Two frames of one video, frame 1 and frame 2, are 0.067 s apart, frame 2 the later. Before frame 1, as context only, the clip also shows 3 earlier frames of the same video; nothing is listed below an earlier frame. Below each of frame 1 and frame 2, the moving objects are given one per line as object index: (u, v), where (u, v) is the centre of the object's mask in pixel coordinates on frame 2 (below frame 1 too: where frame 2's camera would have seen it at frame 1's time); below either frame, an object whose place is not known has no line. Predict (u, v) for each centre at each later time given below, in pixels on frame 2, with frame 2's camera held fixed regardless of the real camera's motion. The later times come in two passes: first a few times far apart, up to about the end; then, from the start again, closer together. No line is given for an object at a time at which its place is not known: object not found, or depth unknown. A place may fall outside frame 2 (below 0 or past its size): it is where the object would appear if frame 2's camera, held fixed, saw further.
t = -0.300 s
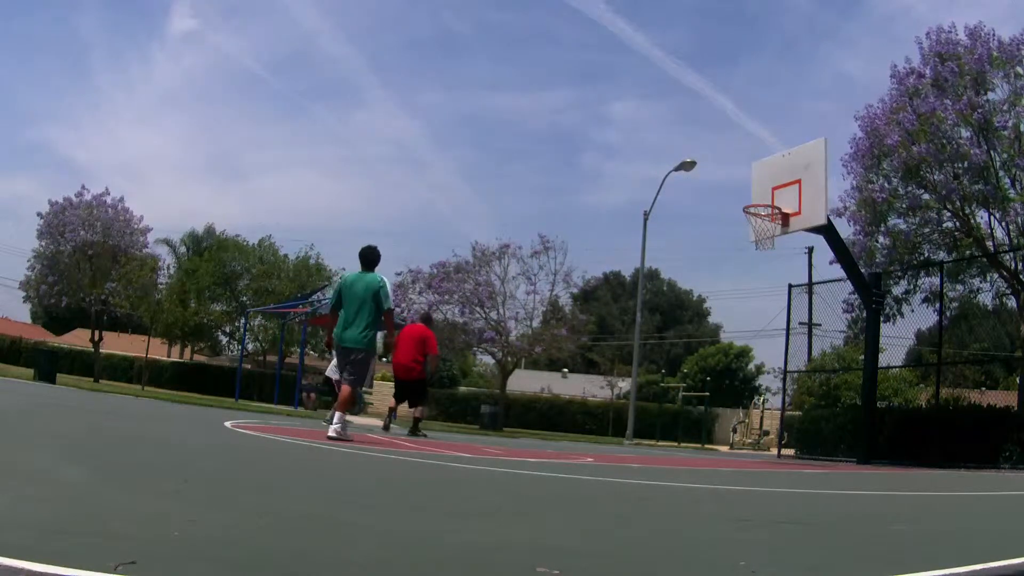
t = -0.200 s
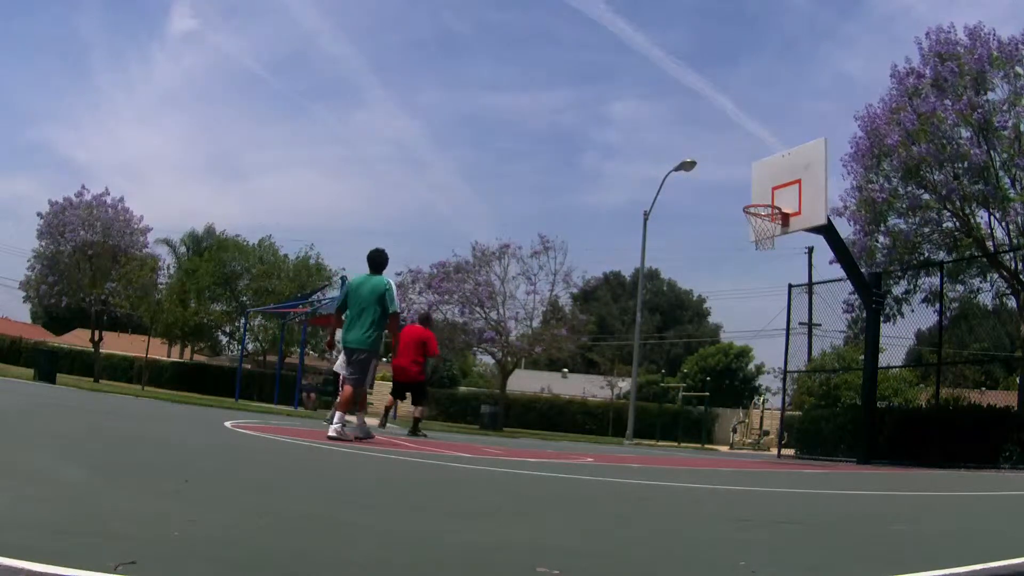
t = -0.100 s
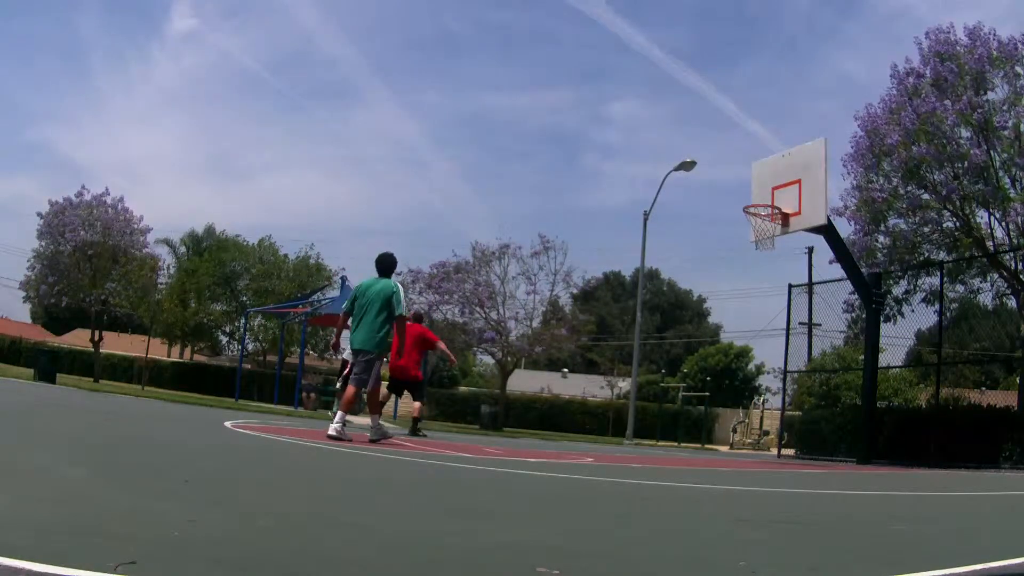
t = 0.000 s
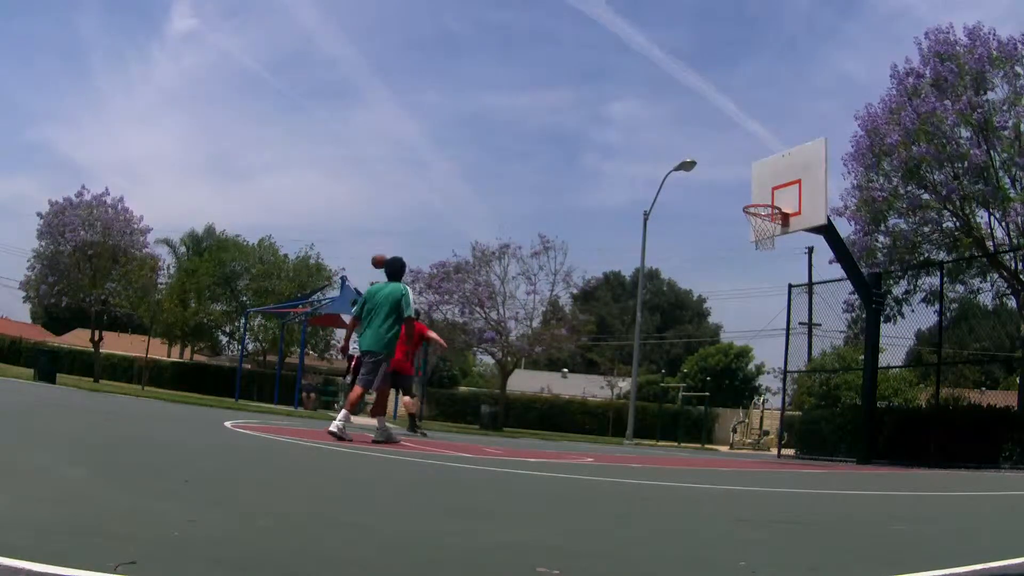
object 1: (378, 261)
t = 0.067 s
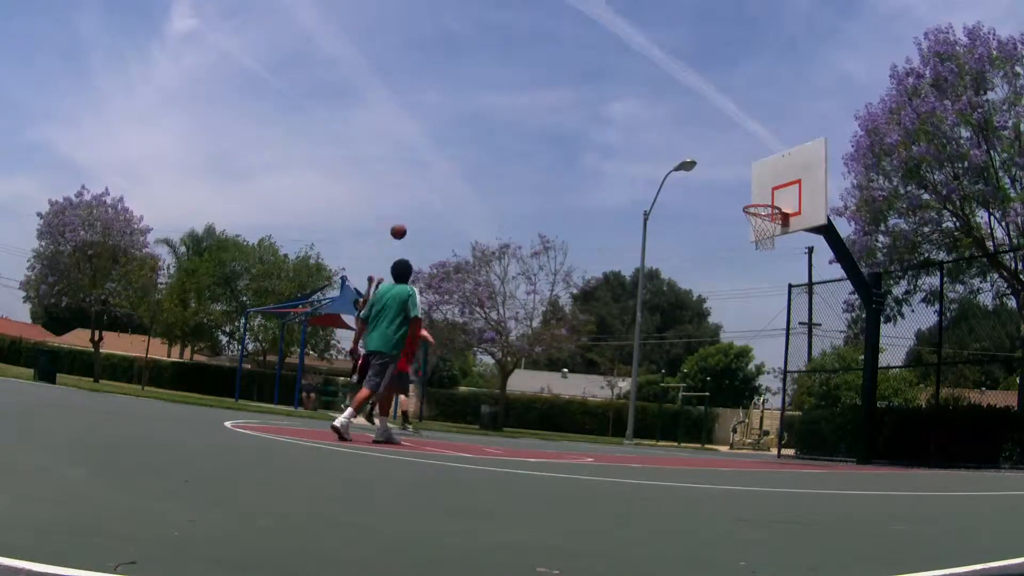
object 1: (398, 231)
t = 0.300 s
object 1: (466, 149)
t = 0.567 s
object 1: (543, 95)
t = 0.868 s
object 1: (632, 90)
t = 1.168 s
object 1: (727, 151)
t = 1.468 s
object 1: (806, 156)
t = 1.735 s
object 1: (871, 139)
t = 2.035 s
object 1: (957, 201)
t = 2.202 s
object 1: (1012, 284)
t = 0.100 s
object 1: (408, 218)
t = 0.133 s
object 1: (418, 204)
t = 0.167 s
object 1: (427, 192)
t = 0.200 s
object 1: (437, 180)
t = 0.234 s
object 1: (446, 169)
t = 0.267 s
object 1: (456, 158)
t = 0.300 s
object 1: (466, 149)
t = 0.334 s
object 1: (476, 140)
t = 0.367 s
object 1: (485, 131)
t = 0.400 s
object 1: (495, 124)
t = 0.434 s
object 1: (504, 117)
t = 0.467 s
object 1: (514, 110)
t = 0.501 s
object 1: (524, 105)
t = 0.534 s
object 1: (533, 100)
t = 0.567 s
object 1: (543, 95)
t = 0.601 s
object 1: (553, 92)
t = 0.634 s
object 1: (562, 89)
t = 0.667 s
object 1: (572, 87)
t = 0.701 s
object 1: (582, 85)
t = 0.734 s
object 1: (591, 85)
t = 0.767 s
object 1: (602, 85)
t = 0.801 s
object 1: (612, 86)
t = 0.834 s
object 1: (622, 87)
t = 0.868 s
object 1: (632, 90)
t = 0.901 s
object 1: (642, 93)
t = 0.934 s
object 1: (653, 97)
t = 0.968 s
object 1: (663, 102)
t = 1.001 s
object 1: (673, 108)
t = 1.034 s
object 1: (684, 114)
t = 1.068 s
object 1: (695, 122)
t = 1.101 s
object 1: (706, 131)
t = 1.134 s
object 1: (716, 141)
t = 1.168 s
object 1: (727, 151)
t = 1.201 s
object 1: (738, 163)
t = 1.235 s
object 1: (750, 176)
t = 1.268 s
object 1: (761, 189)
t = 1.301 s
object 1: (770, 192)
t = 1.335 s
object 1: (776, 184)
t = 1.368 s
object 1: (784, 176)
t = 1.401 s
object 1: (791, 168)
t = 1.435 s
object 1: (799, 162)
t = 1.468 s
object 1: (806, 156)
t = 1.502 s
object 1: (814, 151)
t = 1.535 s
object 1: (822, 146)
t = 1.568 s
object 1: (830, 143)
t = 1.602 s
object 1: (838, 141)
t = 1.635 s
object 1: (846, 139)
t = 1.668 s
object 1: (854, 138)
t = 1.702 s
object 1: (862, 139)
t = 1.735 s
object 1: (871, 139)
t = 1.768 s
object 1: (879, 141)
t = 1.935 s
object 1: (927, 167)
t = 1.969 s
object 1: (937, 176)
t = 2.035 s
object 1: (957, 201)
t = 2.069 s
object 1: (967, 214)
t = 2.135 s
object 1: (990, 245)
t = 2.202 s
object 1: (1012, 284)
